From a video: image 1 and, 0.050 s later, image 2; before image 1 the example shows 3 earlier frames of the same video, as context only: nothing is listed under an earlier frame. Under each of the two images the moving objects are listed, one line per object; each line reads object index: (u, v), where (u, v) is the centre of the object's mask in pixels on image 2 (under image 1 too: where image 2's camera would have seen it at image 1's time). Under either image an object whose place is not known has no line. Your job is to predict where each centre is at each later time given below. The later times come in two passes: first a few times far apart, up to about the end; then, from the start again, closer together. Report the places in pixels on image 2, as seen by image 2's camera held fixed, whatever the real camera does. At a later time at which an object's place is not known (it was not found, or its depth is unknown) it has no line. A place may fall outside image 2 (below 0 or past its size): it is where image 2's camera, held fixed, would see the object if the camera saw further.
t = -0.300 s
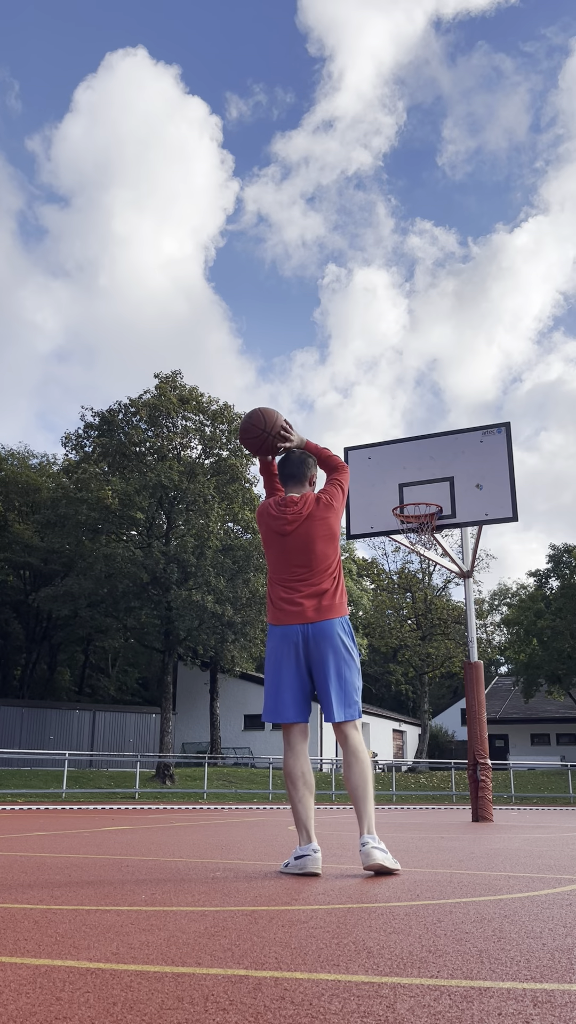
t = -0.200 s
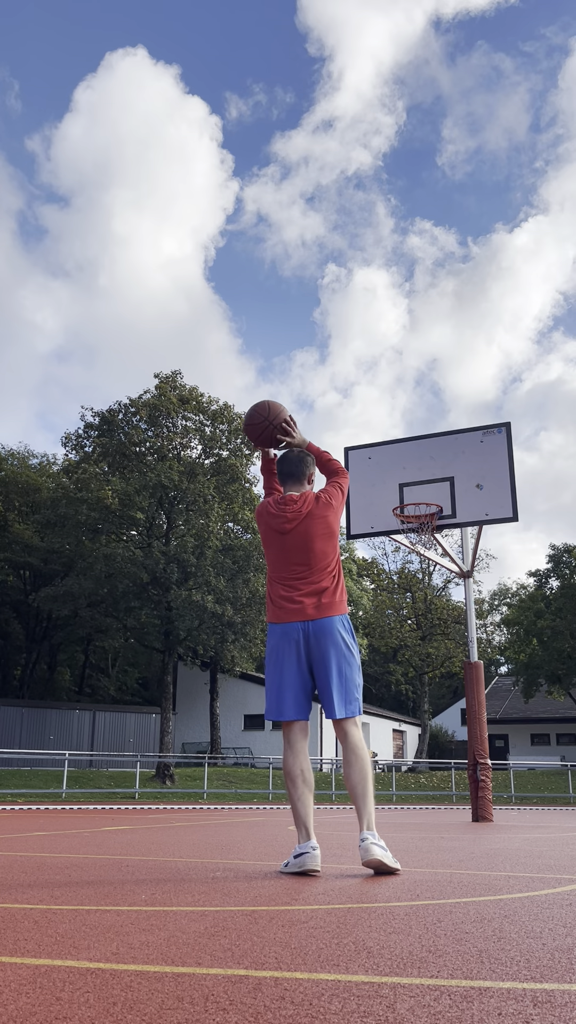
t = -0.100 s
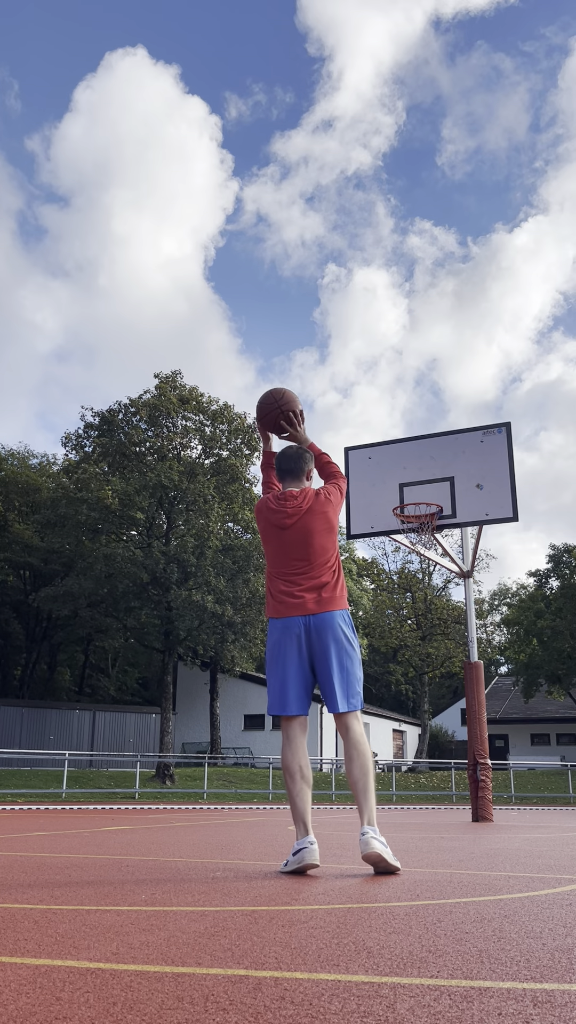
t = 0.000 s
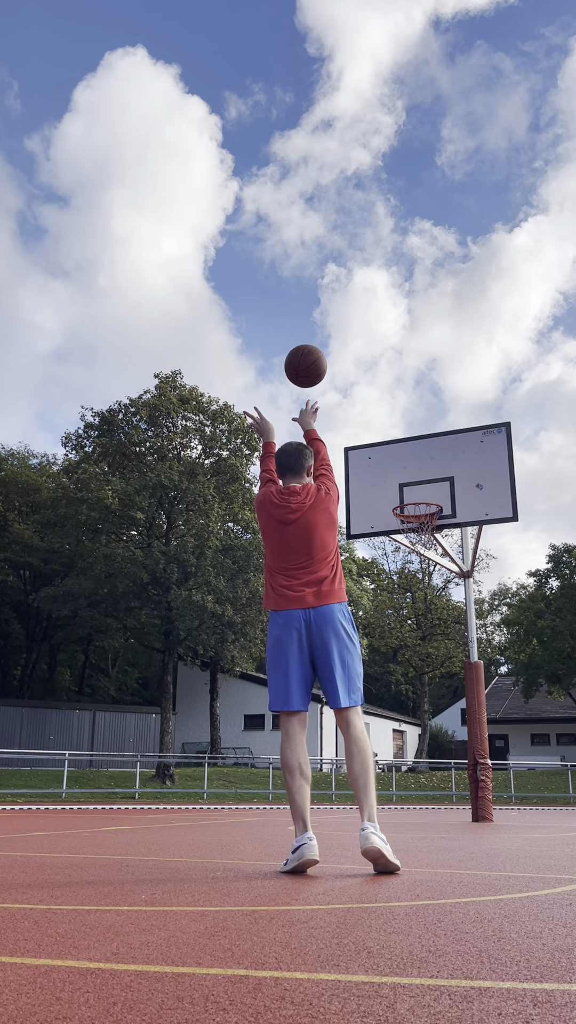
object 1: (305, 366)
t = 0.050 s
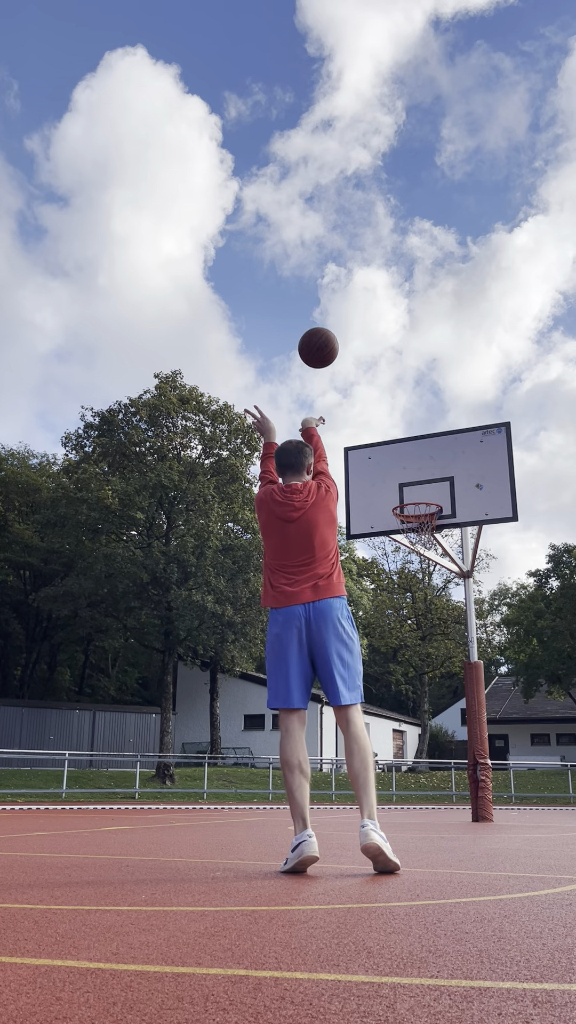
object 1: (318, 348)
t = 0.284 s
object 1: (364, 324)
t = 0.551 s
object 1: (401, 373)
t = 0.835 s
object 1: (430, 482)
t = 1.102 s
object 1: (444, 464)
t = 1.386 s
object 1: (440, 464)
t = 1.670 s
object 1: (439, 543)
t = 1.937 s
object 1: (444, 710)
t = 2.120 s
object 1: (448, 765)
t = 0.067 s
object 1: (322, 343)
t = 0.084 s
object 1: (326, 338)
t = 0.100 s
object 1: (330, 335)
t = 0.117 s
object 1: (333, 332)
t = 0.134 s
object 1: (337, 329)
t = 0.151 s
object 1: (340, 327)
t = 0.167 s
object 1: (343, 325)
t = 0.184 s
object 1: (347, 324)
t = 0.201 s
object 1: (350, 323)
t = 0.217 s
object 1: (353, 322)
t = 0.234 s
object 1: (356, 322)
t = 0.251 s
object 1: (359, 322)
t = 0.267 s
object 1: (361, 323)
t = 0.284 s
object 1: (364, 324)
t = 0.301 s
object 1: (367, 325)
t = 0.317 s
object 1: (369, 326)
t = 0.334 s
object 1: (372, 328)
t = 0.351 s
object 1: (374, 330)
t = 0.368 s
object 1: (377, 332)
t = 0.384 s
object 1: (379, 335)
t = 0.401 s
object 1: (382, 338)
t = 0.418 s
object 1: (384, 341)
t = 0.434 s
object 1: (386, 344)
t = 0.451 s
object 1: (388, 348)
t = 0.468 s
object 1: (390, 351)
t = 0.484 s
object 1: (393, 355)
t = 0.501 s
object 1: (395, 359)
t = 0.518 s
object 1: (397, 364)
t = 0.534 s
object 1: (399, 368)
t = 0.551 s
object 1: (401, 373)
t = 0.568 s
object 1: (403, 378)
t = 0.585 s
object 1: (404, 383)
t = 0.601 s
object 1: (406, 389)
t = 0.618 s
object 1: (408, 394)
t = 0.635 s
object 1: (410, 400)
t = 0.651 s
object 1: (412, 406)
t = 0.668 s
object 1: (413, 412)
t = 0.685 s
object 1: (415, 418)
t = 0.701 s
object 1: (417, 424)
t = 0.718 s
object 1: (419, 431)
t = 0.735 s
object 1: (420, 438)
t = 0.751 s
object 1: (422, 445)
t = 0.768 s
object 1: (423, 452)
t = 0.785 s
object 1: (425, 459)
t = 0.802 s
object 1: (427, 466)
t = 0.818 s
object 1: (428, 474)
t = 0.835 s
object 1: (430, 482)
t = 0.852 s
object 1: (432, 490)
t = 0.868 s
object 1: (433, 493)
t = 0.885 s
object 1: (434, 490)
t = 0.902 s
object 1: (435, 487)
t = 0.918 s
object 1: (436, 484)
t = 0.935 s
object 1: (437, 481)
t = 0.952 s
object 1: (438, 479)
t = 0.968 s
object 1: (439, 477)
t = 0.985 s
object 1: (440, 475)
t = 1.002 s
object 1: (441, 473)
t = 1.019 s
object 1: (442, 472)
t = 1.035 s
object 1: (442, 471)
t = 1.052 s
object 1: (444, 470)
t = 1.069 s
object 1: (444, 469)
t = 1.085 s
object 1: (444, 466)
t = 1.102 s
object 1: (444, 464)
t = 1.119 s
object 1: (443, 462)
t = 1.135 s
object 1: (443, 460)
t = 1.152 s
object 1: (443, 459)
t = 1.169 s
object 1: (442, 458)
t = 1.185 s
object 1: (442, 457)
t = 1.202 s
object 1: (442, 456)
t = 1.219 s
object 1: (441, 456)
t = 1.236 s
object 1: (441, 455)
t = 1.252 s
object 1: (441, 455)
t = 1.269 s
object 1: (441, 455)
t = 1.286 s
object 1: (441, 456)
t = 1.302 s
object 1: (440, 457)
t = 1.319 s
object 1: (440, 458)
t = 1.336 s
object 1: (440, 459)
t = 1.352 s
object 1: (440, 460)
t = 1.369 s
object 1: (440, 462)
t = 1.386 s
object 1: (440, 464)
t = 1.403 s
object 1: (439, 466)
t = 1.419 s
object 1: (439, 469)
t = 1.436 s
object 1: (439, 472)
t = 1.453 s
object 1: (439, 475)
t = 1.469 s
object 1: (439, 478)
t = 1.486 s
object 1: (439, 482)
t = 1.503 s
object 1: (439, 486)
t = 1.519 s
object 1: (439, 490)
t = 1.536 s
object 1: (439, 495)
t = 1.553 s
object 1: (439, 500)
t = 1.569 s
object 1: (439, 505)
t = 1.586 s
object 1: (439, 511)
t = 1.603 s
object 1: (439, 517)
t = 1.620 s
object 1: (439, 522)
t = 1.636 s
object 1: (439, 529)
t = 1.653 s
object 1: (439, 536)
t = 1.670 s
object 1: (439, 543)
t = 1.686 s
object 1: (439, 550)
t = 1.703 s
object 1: (439, 558)
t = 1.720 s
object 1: (440, 567)
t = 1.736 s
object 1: (440, 575)
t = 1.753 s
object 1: (440, 584)
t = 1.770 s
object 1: (440, 593)
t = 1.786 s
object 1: (440, 603)
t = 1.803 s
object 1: (441, 614)
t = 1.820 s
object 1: (441, 624)
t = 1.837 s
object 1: (441, 635)
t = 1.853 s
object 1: (442, 646)
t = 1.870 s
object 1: (443, 658)
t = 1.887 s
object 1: (443, 671)
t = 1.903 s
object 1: (443, 683)
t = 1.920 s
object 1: (443, 696)
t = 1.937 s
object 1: (444, 710)
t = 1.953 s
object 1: (445, 724)
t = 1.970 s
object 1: (445, 739)
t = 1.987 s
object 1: (446, 754)
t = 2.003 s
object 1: (446, 770)
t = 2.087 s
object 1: (448, 787)
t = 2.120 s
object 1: (448, 765)
